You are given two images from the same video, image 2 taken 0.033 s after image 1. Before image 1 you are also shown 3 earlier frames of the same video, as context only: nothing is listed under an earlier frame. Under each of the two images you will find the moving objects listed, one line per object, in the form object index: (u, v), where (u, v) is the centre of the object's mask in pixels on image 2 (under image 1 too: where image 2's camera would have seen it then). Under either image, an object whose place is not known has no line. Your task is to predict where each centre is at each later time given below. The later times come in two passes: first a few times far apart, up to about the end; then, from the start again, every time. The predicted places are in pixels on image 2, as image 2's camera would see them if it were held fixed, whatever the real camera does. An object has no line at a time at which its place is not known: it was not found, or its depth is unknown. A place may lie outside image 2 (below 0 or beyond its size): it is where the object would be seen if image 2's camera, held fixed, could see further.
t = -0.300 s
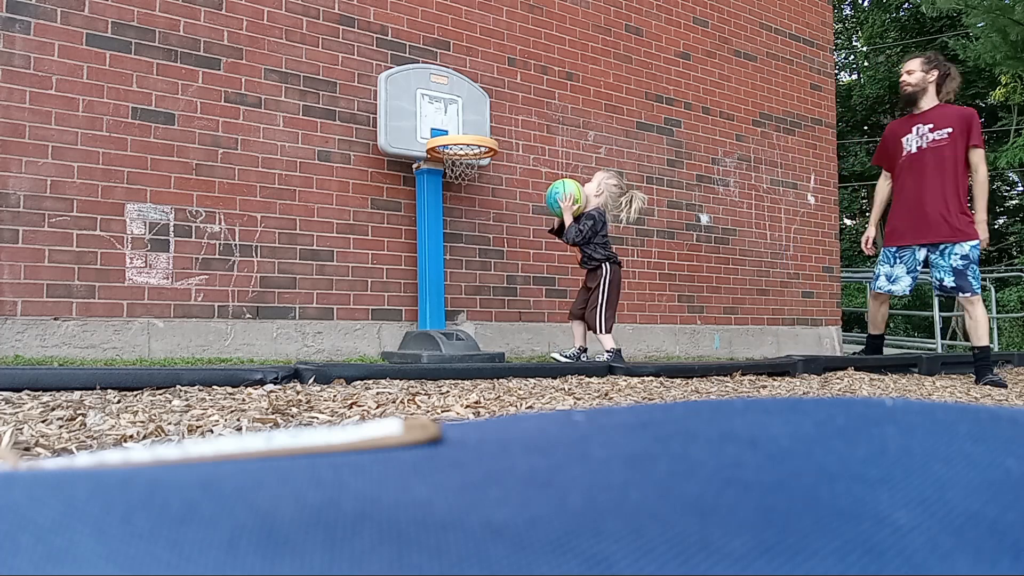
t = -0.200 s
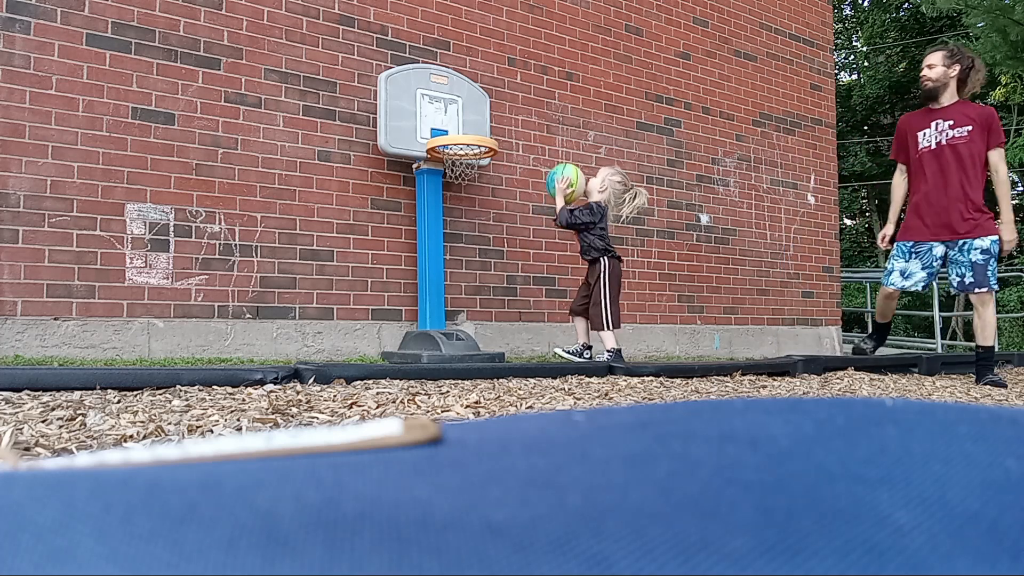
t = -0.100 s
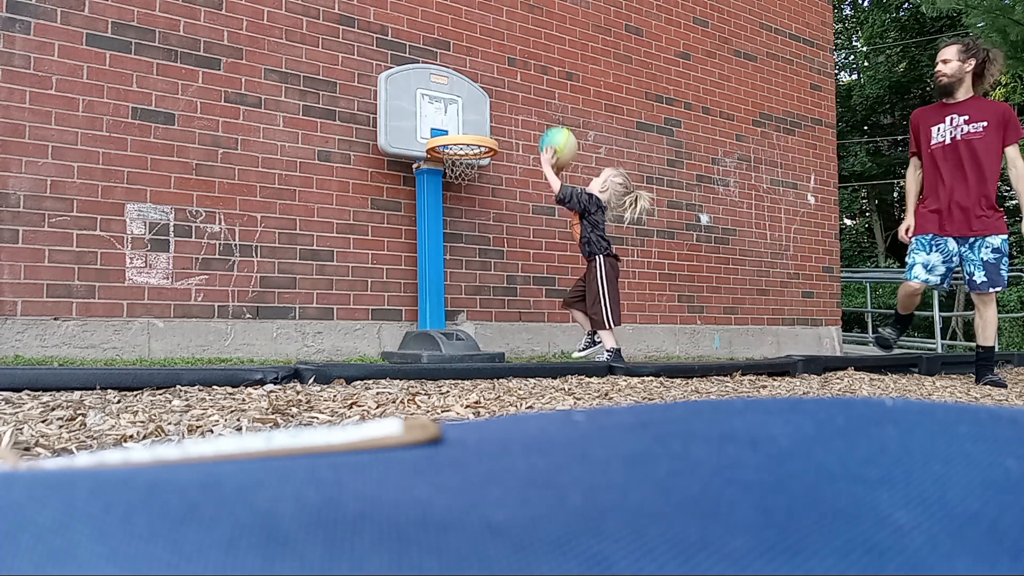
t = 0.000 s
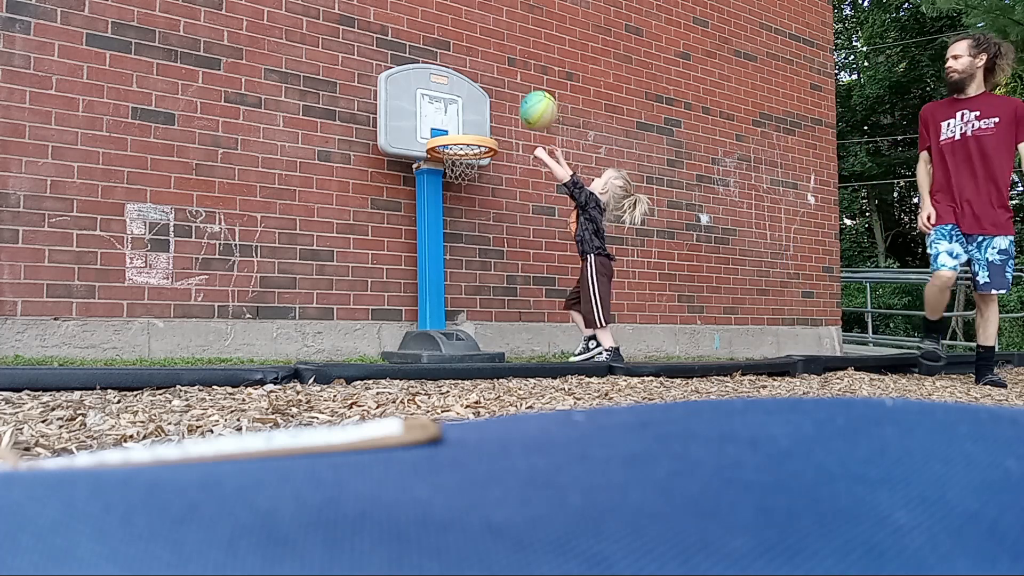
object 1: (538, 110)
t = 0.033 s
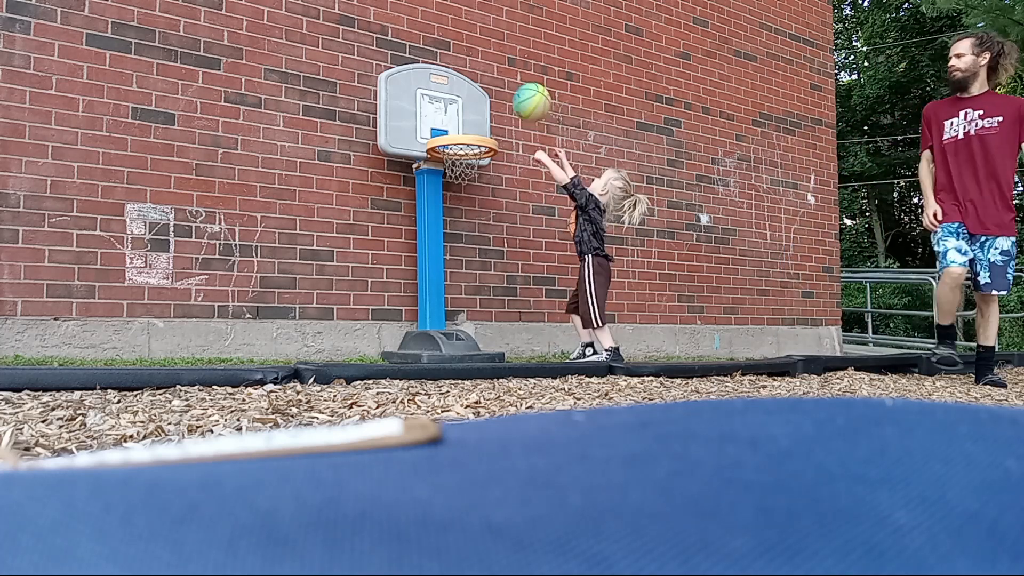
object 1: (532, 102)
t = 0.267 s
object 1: (487, 101)
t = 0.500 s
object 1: (457, 160)
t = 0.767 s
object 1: (459, 190)
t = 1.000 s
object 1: (444, 308)
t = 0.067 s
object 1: (525, 96)
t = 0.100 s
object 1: (519, 92)
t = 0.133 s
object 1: (513, 90)
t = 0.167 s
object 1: (506, 90)
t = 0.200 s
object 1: (500, 92)
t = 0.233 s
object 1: (494, 96)
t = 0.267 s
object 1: (487, 101)
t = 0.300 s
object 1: (482, 109)
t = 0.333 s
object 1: (476, 118)
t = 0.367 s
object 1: (471, 124)
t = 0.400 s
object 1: (463, 144)
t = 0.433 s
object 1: (459, 155)
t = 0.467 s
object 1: (455, 159)
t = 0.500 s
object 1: (457, 160)
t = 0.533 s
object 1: (461, 161)
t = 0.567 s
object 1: (465, 162)
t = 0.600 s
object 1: (466, 168)
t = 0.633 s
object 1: (467, 165)
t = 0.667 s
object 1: (465, 169)
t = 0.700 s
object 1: (463, 174)
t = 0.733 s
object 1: (461, 183)
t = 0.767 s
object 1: (459, 190)
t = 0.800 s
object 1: (457, 201)
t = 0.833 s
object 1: (455, 213)
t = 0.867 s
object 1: (453, 228)
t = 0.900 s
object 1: (451, 245)
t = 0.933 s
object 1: (448, 264)
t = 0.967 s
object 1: (446, 285)
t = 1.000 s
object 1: (444, 308)
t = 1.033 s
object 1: (446, 315)
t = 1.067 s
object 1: (455, 298)
